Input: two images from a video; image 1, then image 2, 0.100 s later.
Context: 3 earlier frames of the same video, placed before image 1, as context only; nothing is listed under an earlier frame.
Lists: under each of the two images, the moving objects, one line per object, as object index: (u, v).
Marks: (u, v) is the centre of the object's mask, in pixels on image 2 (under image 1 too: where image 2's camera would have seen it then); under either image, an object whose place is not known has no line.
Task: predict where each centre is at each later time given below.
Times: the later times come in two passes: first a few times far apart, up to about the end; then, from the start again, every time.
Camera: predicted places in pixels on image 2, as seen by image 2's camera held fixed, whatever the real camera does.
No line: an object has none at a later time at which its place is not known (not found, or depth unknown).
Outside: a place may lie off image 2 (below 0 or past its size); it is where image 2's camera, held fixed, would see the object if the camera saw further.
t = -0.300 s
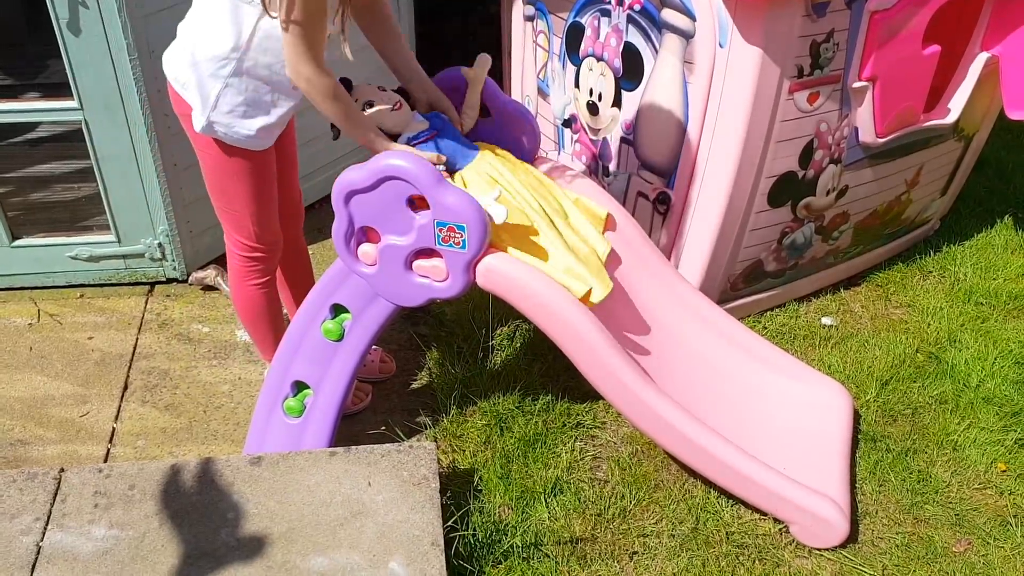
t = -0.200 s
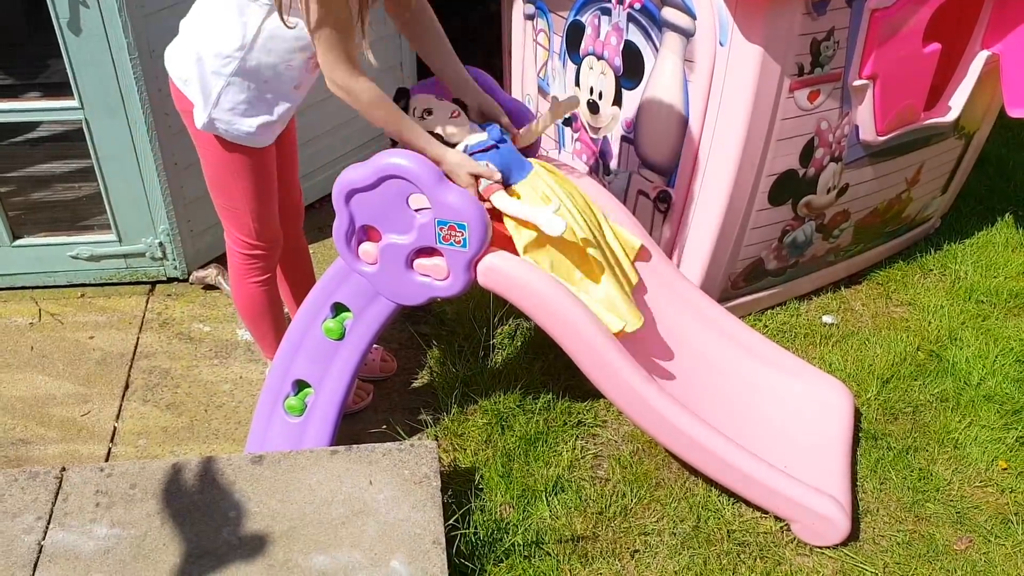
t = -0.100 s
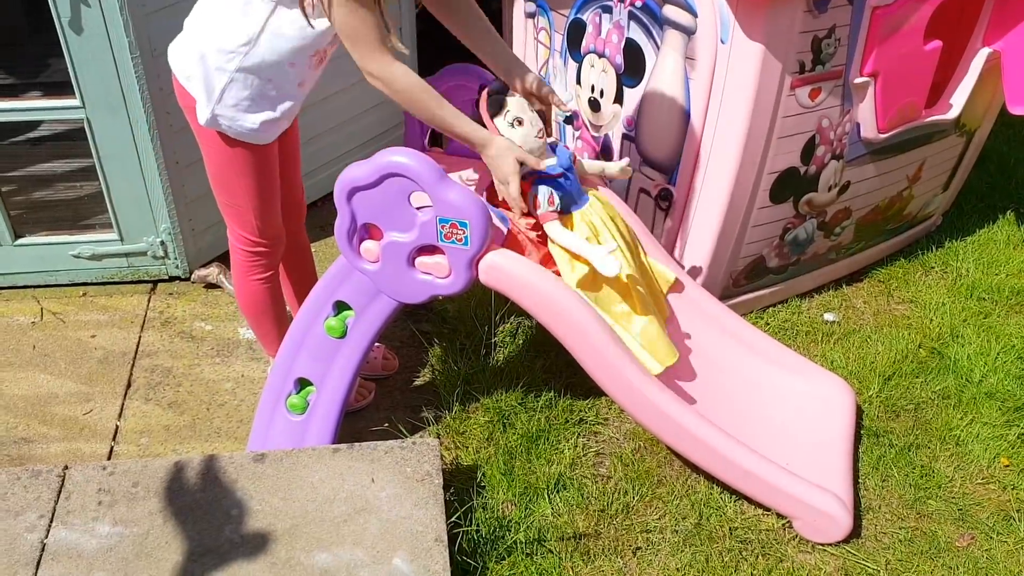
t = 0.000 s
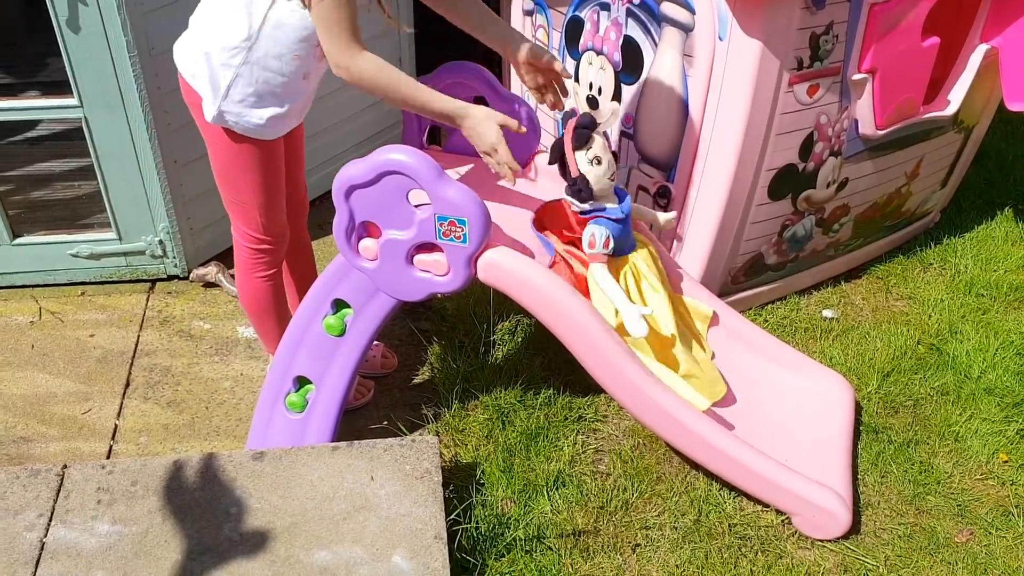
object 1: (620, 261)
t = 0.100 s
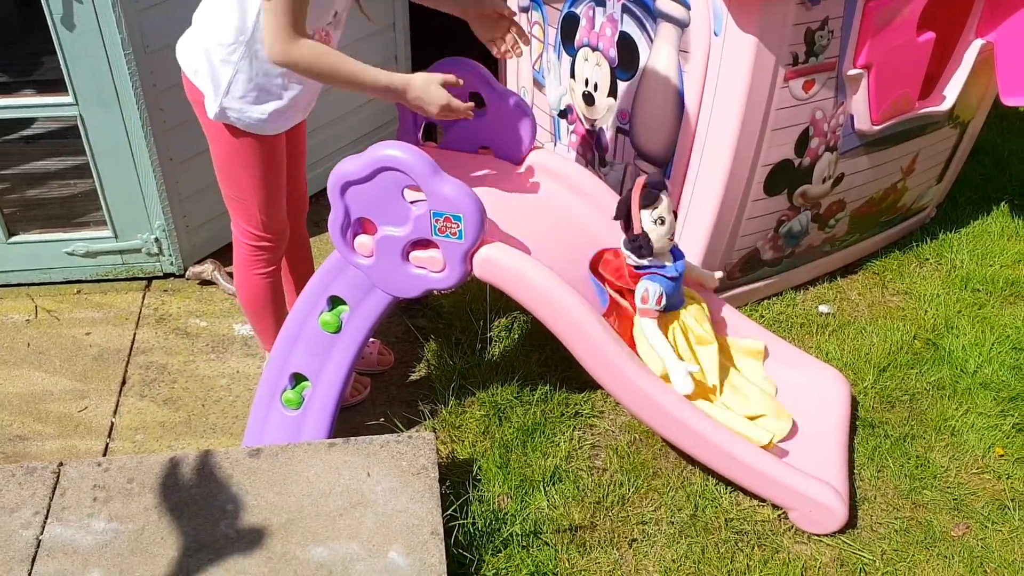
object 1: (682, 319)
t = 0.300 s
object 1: (807, 410)
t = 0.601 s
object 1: (870, 450)
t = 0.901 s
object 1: (869, 449)
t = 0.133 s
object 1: (703, 337)
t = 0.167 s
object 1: (725, 356)
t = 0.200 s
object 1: (747, 370)
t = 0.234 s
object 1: (769, 384)
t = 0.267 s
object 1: (789, 397)
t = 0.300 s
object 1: (807, 410)
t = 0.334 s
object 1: (822, 420)
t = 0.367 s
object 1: (833, 429)
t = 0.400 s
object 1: (844, 437)
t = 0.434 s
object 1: (851, 441)
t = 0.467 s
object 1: (857, 443)
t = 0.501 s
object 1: (863, 446)
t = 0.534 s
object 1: (867, 448)
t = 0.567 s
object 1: (869, 449)
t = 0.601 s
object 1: (870, 450)
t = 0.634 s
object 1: (870, 450)
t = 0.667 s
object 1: (870, 449)
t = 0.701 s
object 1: (870, 450)
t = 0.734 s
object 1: (870, 450)
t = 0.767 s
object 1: (869, 450)
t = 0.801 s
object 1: (869, 449)
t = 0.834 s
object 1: (869, 449)
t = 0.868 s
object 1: (869, 449)
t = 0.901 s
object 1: (869, 449)
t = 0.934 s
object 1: (869, 449)
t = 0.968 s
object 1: (869, 449)
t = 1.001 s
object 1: (870, 450)
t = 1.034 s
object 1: (870, 449)
